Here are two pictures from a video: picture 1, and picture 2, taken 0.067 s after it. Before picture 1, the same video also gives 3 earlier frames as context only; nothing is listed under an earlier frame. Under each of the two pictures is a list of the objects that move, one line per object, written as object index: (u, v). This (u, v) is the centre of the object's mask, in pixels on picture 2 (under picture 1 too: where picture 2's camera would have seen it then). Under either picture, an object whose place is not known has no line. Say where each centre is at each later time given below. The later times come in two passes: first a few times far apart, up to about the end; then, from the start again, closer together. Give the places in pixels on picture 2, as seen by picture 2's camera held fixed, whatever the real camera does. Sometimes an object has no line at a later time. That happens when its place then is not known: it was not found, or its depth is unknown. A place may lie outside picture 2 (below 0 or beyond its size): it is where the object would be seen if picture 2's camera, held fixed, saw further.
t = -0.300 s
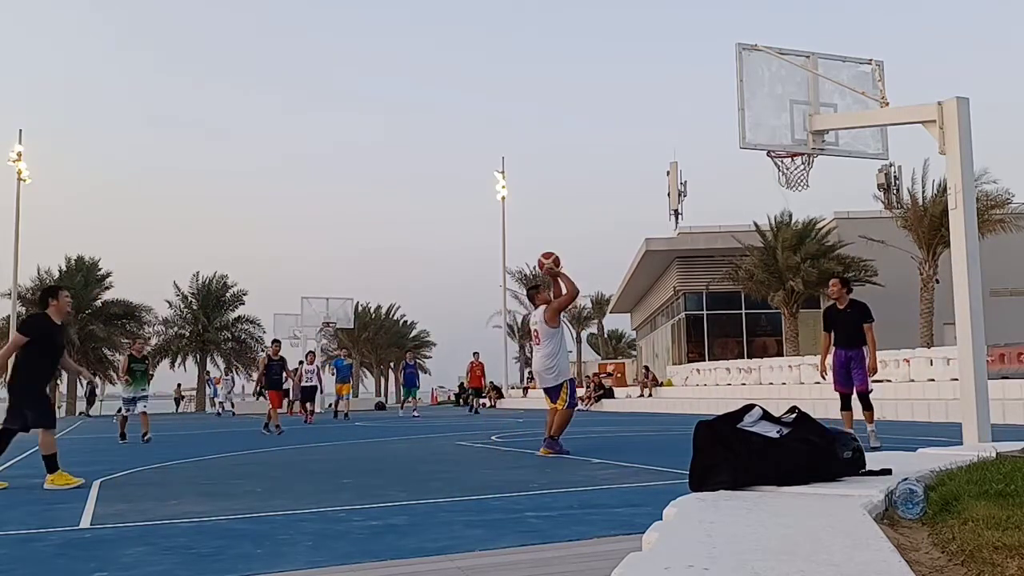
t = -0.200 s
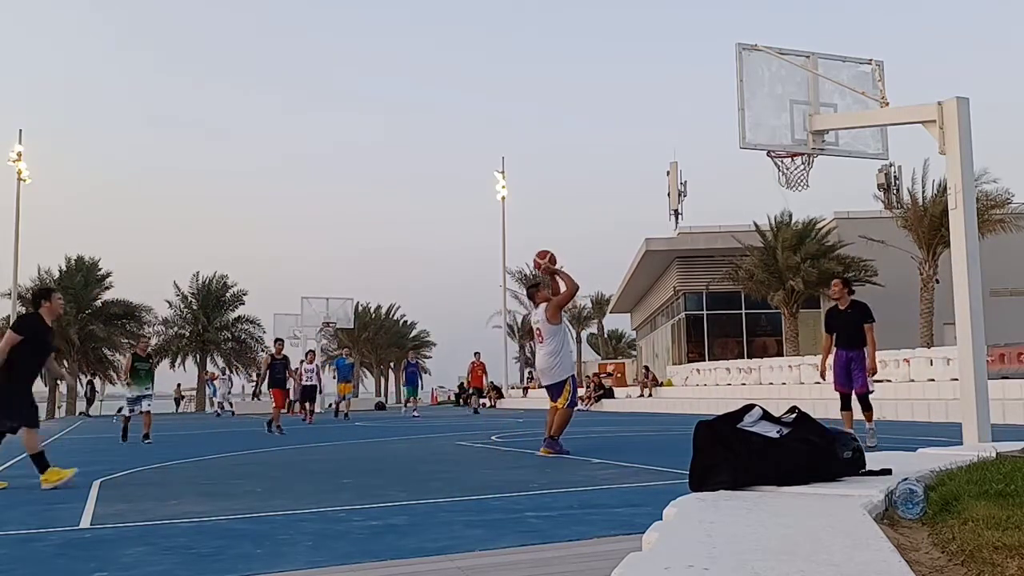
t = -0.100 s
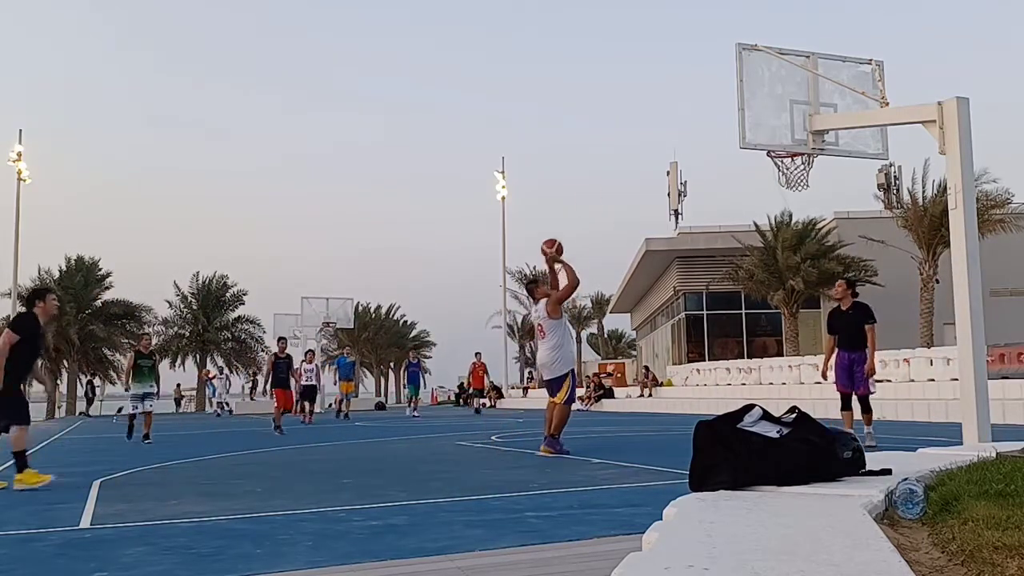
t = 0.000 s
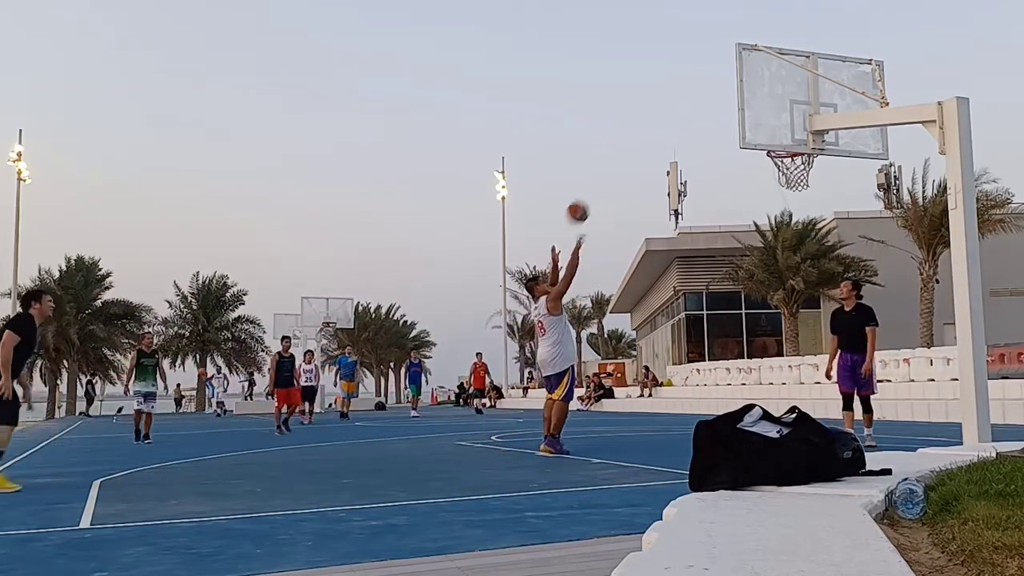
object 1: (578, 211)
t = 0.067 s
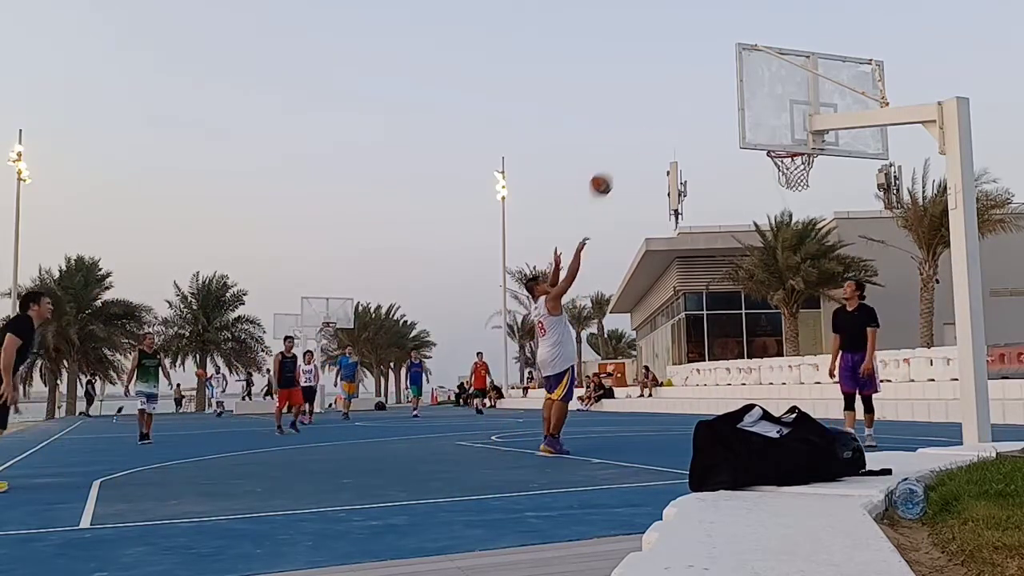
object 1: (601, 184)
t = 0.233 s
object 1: (659, 134)
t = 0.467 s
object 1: (744, 105)
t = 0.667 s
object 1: (785, 124)
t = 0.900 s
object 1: (791, 180)
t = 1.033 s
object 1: (782, 214)
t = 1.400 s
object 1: (764, 393)
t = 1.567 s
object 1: (750, 381)
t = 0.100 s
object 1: (612, 172)
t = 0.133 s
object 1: (624, 161)
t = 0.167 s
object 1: (635, 151)
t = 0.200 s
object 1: (647, 142)
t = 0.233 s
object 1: (659, 134)
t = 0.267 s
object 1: (671, 127)
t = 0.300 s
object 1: (682, 121)
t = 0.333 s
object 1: (694, 115)
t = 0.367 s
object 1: (706, 111)
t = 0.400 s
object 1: (719, 108)
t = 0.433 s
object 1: (729, 106)
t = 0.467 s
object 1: (744, 105)
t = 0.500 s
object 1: (755, 104)
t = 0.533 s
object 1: (768, 105)
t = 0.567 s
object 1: (779, 108)
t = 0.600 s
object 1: (780, 112)
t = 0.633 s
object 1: (781, 117)
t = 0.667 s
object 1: (785, 124)
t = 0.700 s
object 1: (789, 132)
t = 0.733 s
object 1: (796, 135)
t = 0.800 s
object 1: (797, 160)
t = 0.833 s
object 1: (797, 168)
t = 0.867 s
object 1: (794, 175)
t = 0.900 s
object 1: (791, 180)
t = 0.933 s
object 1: (789, 188)
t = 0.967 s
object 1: (786, 196)
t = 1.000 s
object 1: (784, 204)
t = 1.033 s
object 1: (782, 214)
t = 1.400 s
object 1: (764, 393)
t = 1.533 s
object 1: (755, 396)
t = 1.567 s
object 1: (750, 381)
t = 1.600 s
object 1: (748, 366)
